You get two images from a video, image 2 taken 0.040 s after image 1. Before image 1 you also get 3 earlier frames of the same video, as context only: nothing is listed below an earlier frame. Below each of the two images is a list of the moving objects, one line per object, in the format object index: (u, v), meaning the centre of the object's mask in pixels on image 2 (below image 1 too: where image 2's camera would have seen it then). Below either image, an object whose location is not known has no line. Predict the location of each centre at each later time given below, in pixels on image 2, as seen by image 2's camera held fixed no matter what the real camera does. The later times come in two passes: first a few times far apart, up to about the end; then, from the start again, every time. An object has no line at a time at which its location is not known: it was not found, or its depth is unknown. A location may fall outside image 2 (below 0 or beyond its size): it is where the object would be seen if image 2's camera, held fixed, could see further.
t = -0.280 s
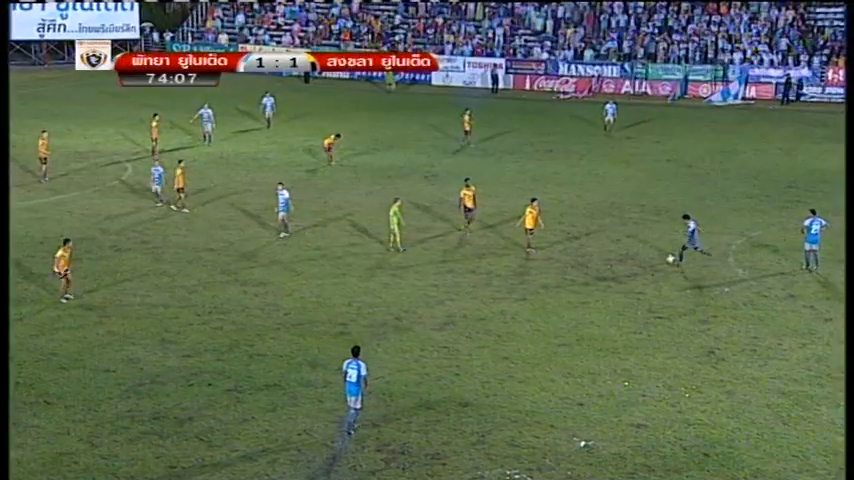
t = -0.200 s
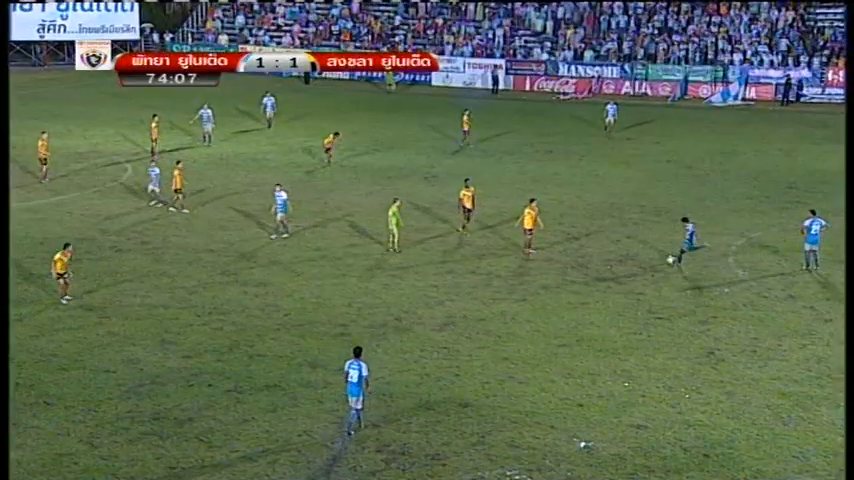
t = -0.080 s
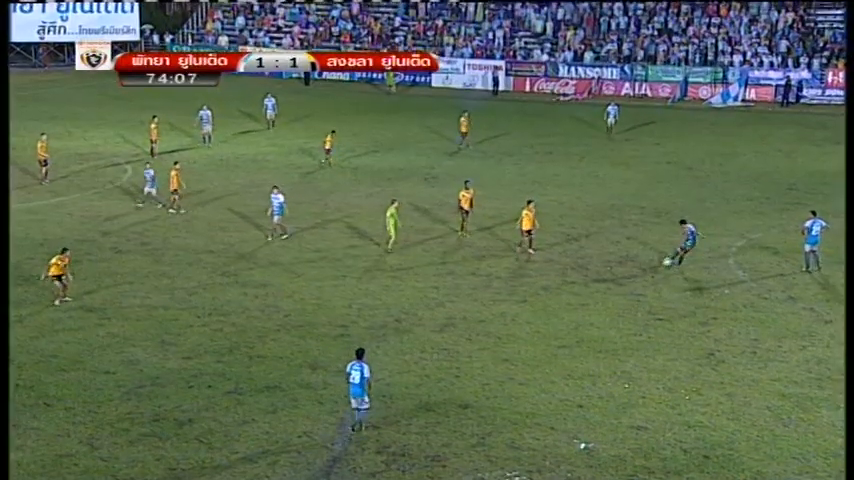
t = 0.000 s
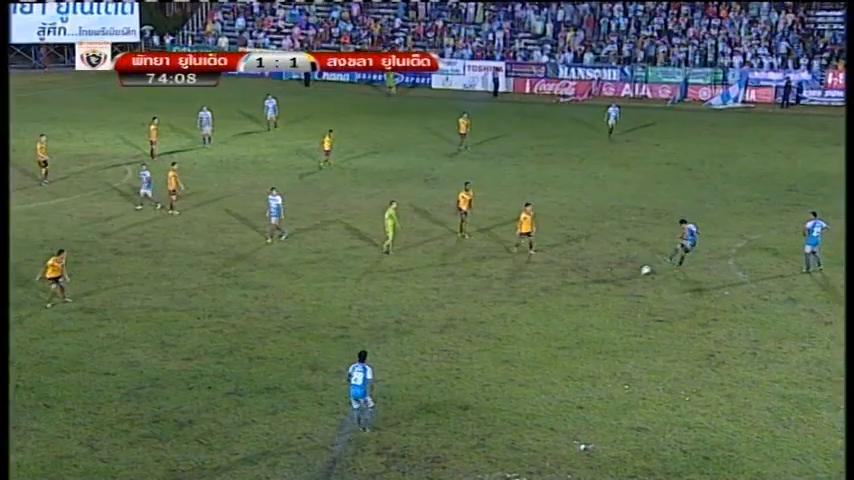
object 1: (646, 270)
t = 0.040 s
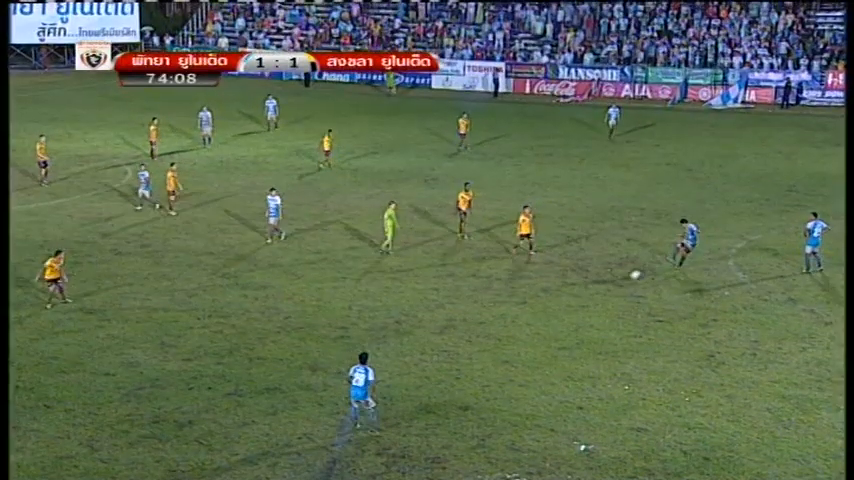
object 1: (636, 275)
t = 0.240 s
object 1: (586, 295)
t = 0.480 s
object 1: (531, 324)
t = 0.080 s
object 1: (624, 280)
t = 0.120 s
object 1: (614, 285)
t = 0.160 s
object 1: (606, 288)
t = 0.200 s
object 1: (595, 291)
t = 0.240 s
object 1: (586, 295)
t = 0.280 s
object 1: (577, 299)
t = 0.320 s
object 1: (568, 304)
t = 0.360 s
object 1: (558, 311)
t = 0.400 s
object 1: (549, 317)
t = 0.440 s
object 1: (540, 321)
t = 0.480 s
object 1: (531, 324)
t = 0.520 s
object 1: (523, 329)
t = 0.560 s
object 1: (514, 335)
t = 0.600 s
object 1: (506, 341)
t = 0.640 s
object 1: (502, 344)
